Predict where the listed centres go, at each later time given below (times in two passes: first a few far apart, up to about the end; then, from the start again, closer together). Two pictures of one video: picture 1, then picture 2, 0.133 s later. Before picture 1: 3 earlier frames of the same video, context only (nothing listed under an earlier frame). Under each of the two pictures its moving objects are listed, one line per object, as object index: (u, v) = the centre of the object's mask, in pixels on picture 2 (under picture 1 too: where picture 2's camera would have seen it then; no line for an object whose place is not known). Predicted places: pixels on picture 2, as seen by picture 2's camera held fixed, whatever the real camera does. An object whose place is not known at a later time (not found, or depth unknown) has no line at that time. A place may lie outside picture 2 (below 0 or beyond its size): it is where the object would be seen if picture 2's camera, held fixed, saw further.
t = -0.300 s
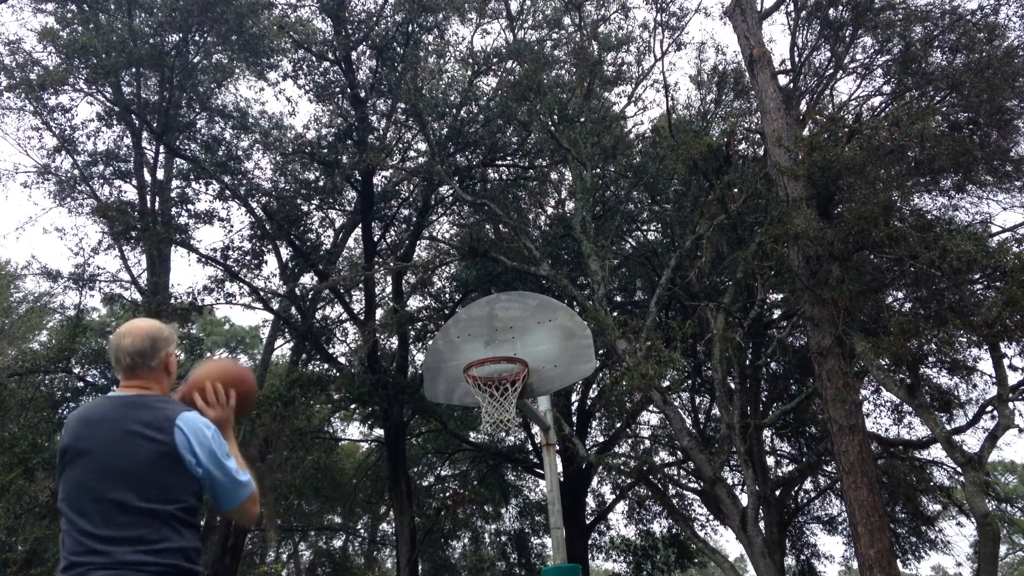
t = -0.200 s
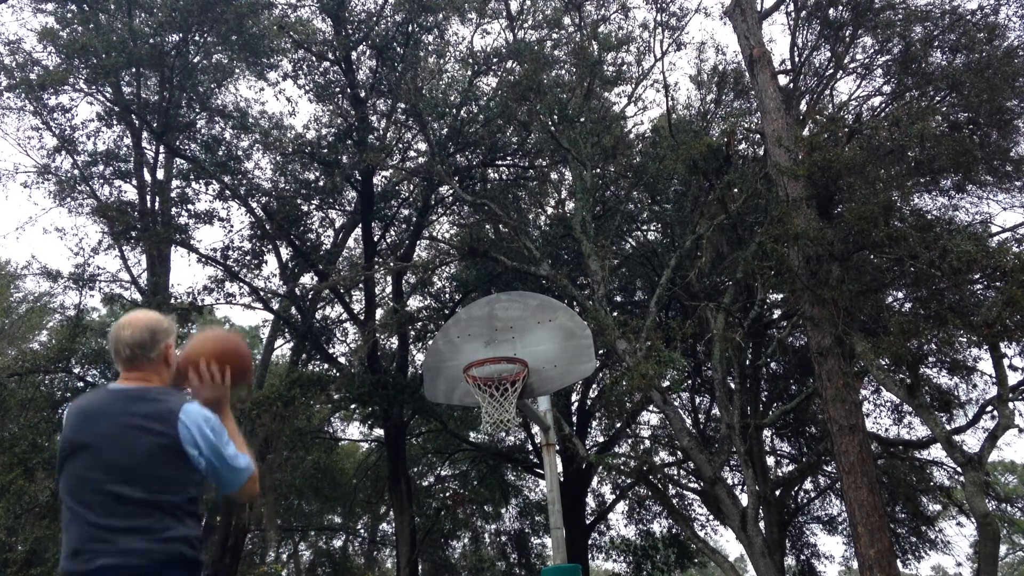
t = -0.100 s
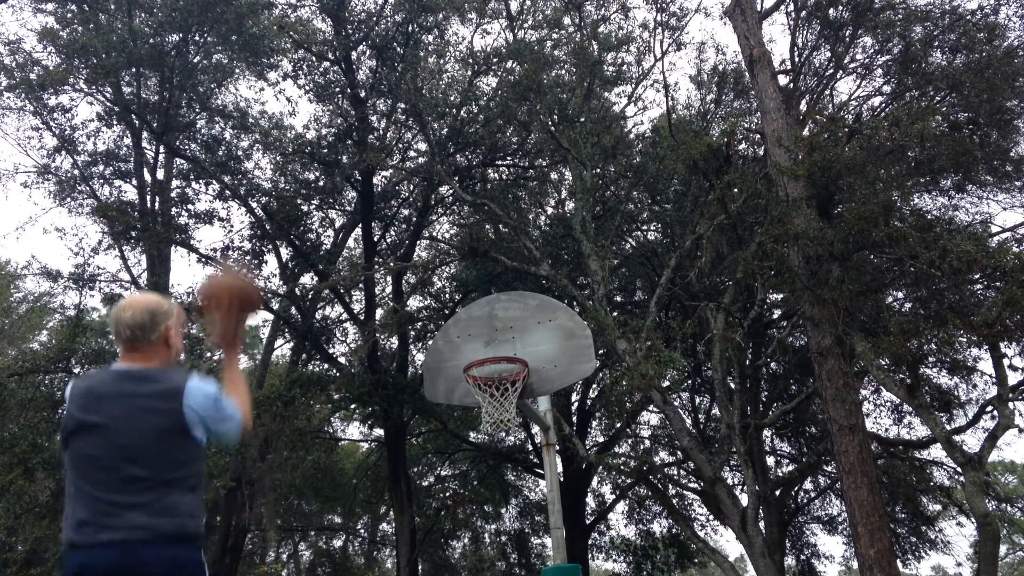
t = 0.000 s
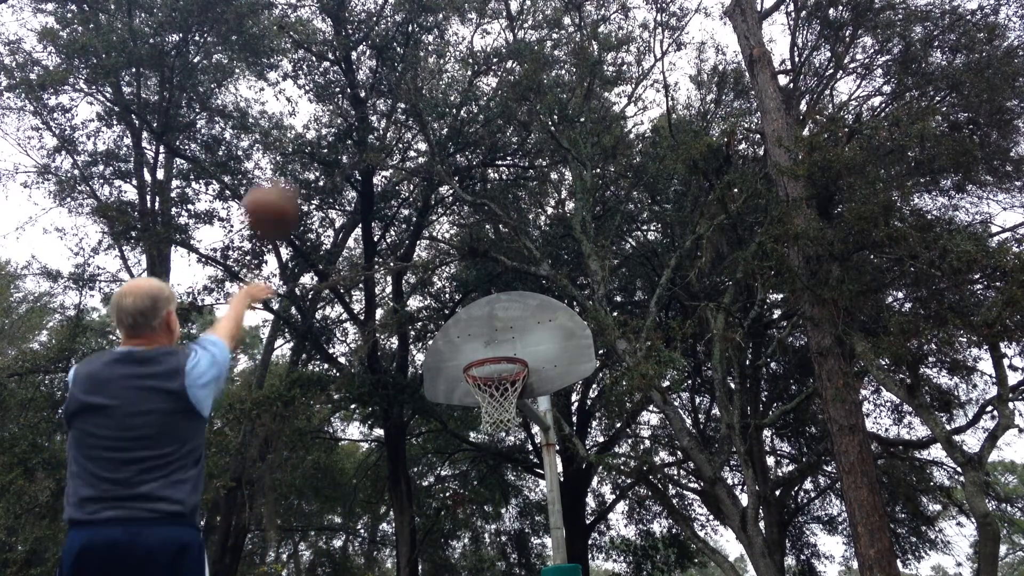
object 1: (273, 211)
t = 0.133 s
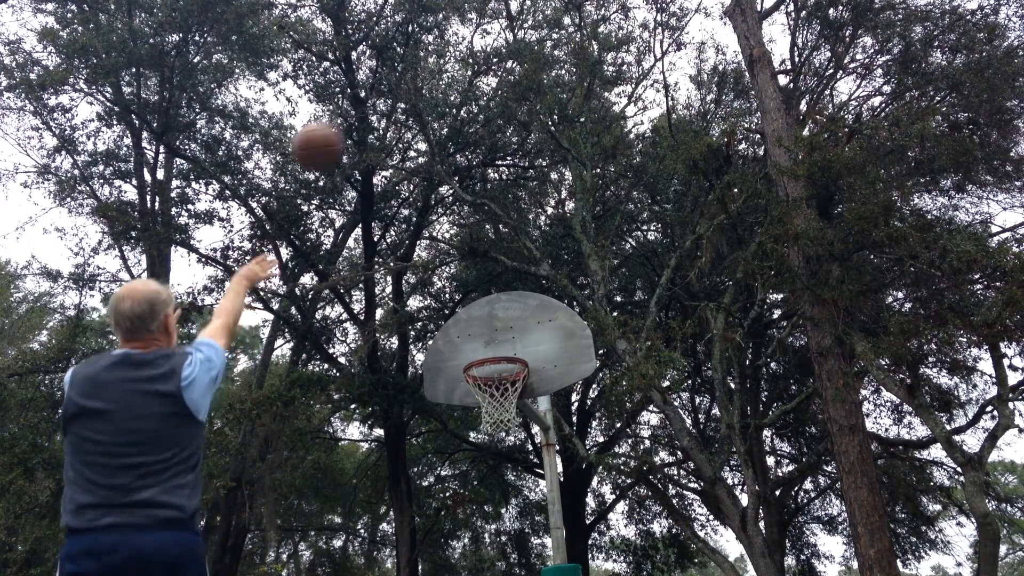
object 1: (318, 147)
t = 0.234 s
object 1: (348, 127)
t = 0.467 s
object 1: (401, 141)
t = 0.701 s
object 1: (446, 217)
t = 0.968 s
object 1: (492, 344)
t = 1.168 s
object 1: (500, 341)
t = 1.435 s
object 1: (485, 329)
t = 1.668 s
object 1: (475, 356)
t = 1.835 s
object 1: (470, 433)
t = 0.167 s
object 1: (329, 138)
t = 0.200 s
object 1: (340, 131)
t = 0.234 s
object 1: (348, 127)
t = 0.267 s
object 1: (355, 124)
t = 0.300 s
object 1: (364, 123)
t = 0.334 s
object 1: (371, 124)
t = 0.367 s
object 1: (378, 127)
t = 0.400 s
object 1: (386, 130)
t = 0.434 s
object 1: (394, 135)
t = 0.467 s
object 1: (401, 141)
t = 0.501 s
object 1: (408, 150)
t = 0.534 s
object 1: (416, 160)
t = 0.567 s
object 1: (422, 169)
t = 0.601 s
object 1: (428, 178)
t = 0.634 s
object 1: (434, 190)
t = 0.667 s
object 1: (438, 204)
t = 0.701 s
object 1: (446, 217)
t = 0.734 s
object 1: (455, 238)
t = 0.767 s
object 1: (460, 253)
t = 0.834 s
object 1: (471, 285)
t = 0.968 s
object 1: (492, 344)
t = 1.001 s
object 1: (496, 343)
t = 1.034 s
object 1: (500, 344)
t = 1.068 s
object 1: (503, 345)
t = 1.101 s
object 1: (504, 345)
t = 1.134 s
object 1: (502, 343)
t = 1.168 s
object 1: (500, 341)
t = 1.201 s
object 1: (498, 339)
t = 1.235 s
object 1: (496, 338)
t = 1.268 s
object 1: (495, 339)
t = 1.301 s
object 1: (492, 341)
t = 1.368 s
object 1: (488, 333)
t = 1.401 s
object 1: (487, 331)
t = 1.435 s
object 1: (485, 329)
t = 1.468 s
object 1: (484, 329)
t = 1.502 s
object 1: (482, 329)
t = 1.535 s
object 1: (481, 331)
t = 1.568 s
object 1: (479, 336)
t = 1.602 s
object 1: (478, 340)
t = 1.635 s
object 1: (477, 348)
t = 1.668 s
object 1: (475, 356)
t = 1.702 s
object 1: (474, 368)
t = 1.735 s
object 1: (474, 379)
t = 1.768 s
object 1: (472, 397)
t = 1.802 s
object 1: (471, 412)
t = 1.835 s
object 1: (470, 433)
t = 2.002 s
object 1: (470, 562)
